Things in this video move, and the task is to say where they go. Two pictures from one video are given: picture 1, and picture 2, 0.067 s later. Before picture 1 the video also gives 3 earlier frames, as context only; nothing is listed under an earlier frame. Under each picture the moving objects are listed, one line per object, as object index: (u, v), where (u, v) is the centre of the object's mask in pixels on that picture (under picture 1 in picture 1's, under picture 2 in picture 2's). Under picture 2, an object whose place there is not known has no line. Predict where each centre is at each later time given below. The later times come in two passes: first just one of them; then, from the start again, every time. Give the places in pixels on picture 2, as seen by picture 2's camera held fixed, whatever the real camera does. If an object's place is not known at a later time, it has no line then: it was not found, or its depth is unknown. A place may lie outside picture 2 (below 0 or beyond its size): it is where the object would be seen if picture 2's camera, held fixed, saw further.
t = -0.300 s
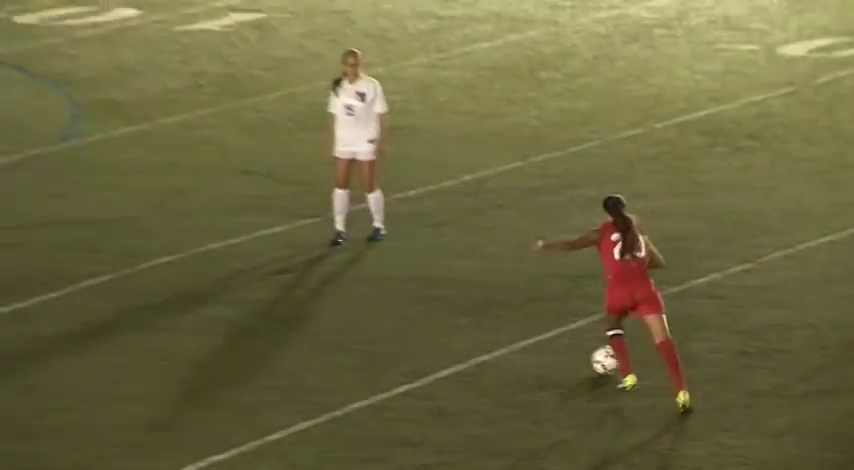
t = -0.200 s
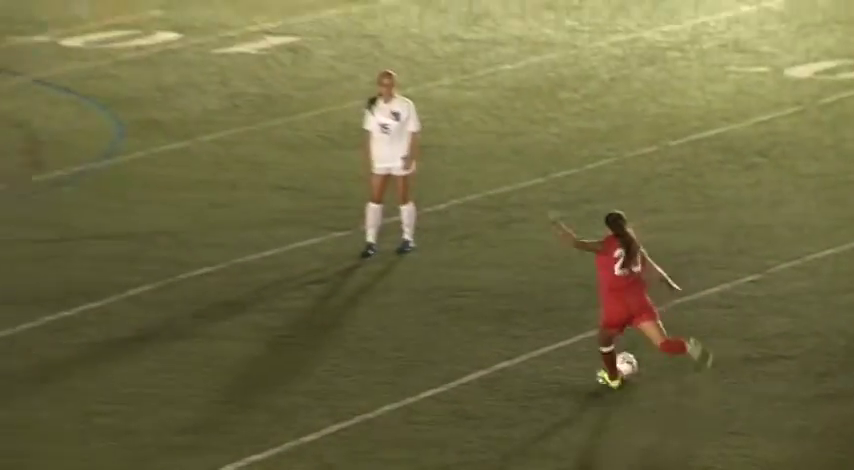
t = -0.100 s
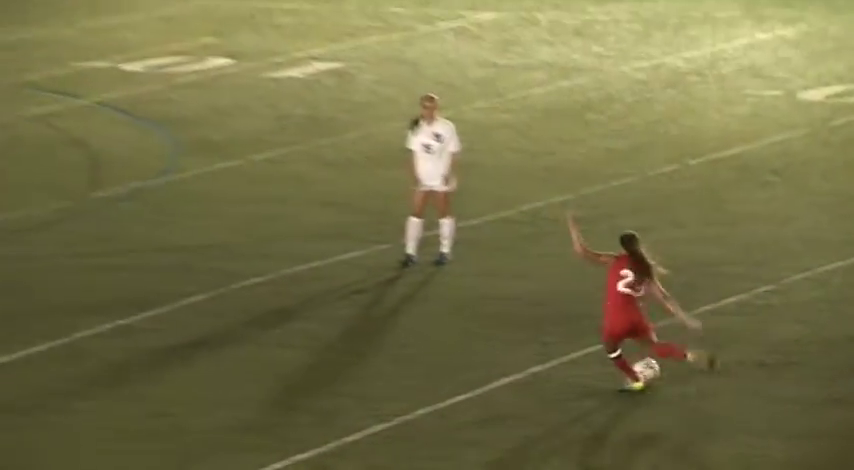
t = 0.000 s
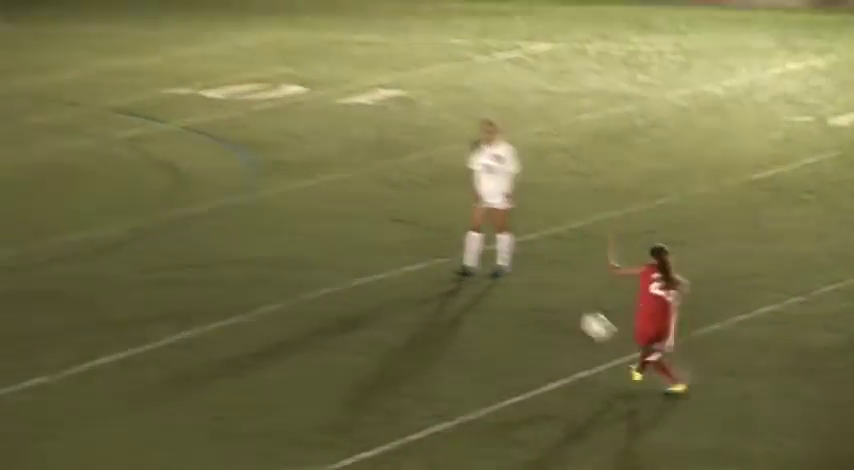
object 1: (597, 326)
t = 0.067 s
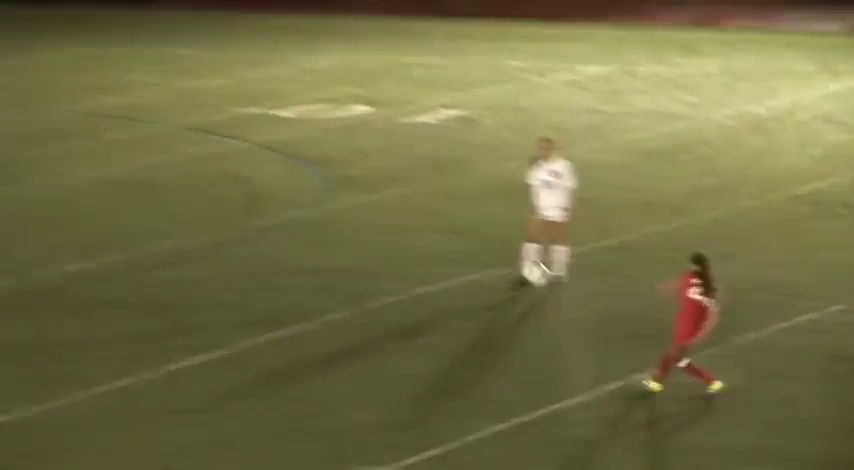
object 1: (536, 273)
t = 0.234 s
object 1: (284, 145)
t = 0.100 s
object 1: (483, 244)
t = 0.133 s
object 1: (431, 218)
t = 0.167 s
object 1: (380, 192)
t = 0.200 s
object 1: (332, 167)
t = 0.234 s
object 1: (284, 145)
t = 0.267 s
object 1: (239, 122)
